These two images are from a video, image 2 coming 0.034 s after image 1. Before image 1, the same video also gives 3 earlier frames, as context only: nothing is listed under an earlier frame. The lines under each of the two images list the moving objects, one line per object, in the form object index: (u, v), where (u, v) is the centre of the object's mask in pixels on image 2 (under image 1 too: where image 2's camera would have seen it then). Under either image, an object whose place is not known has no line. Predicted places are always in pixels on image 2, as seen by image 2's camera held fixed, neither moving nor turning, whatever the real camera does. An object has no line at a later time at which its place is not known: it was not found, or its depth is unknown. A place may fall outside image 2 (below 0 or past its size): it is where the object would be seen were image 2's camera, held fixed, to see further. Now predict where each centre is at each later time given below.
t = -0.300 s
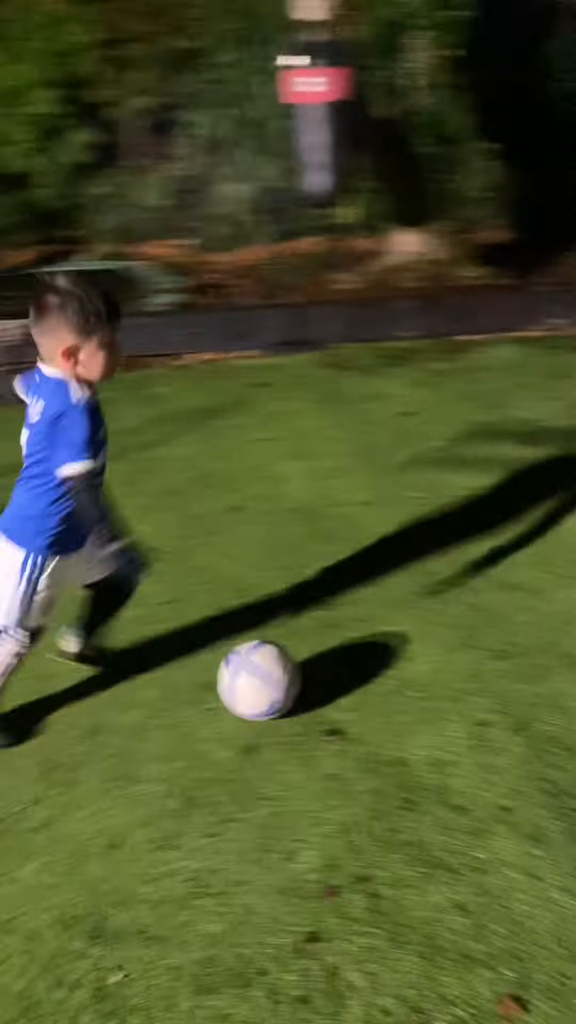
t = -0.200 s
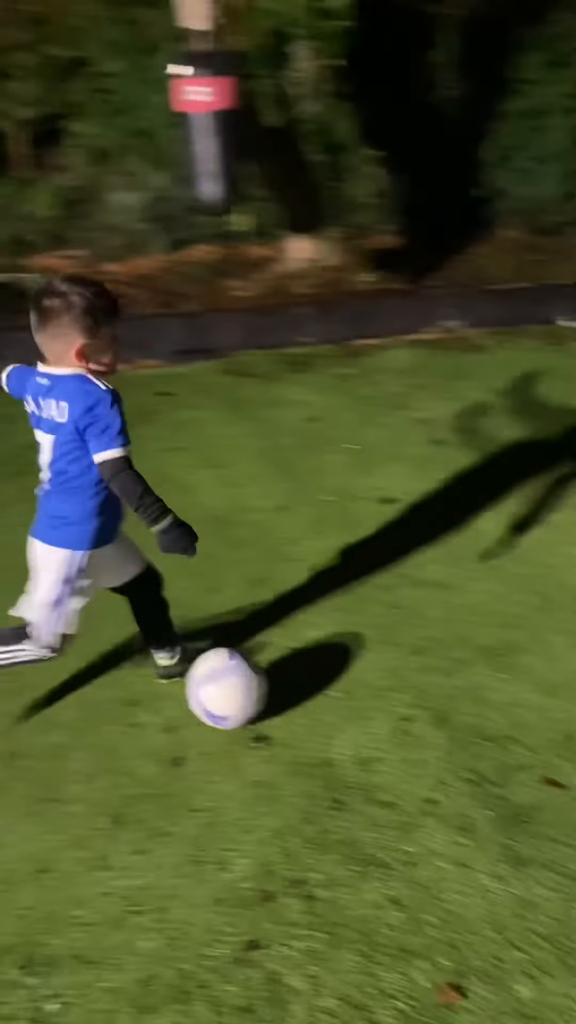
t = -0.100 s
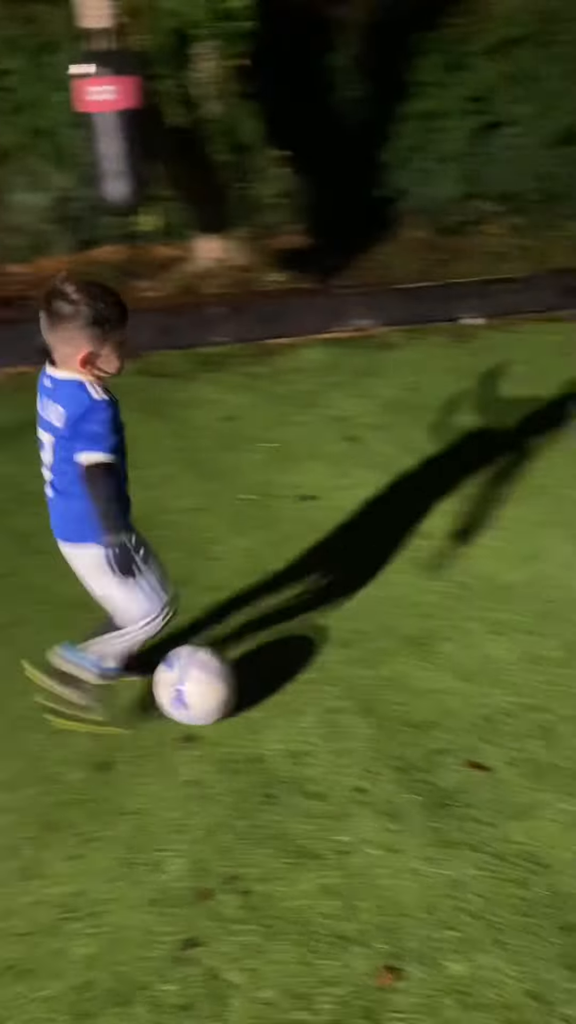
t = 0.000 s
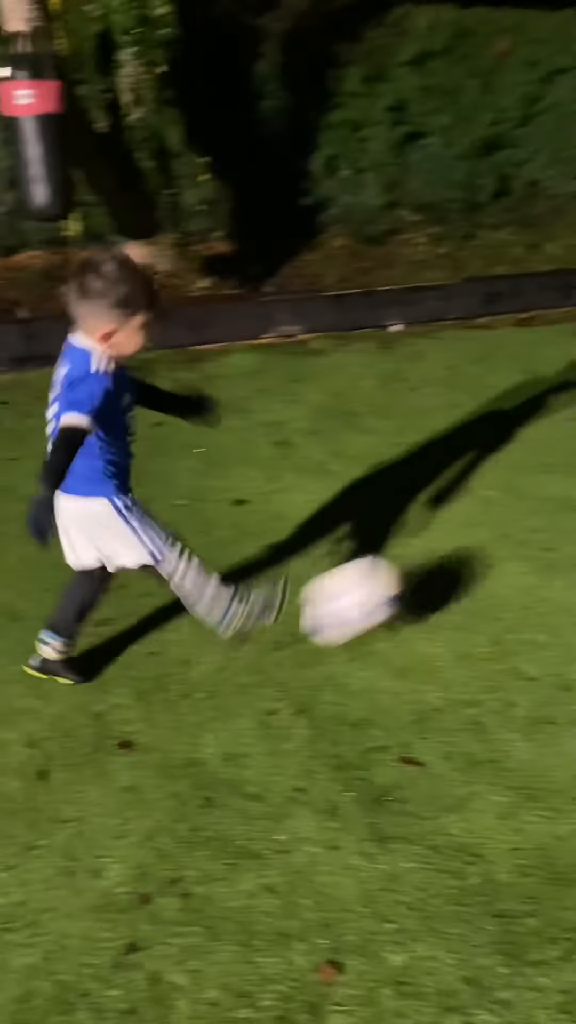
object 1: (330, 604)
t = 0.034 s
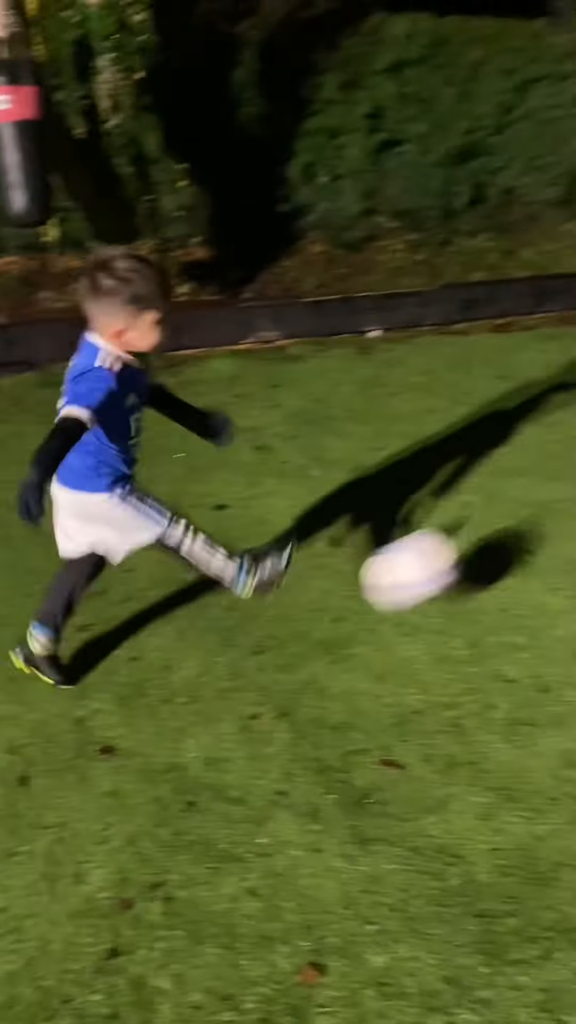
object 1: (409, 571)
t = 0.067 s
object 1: (484, 543)
